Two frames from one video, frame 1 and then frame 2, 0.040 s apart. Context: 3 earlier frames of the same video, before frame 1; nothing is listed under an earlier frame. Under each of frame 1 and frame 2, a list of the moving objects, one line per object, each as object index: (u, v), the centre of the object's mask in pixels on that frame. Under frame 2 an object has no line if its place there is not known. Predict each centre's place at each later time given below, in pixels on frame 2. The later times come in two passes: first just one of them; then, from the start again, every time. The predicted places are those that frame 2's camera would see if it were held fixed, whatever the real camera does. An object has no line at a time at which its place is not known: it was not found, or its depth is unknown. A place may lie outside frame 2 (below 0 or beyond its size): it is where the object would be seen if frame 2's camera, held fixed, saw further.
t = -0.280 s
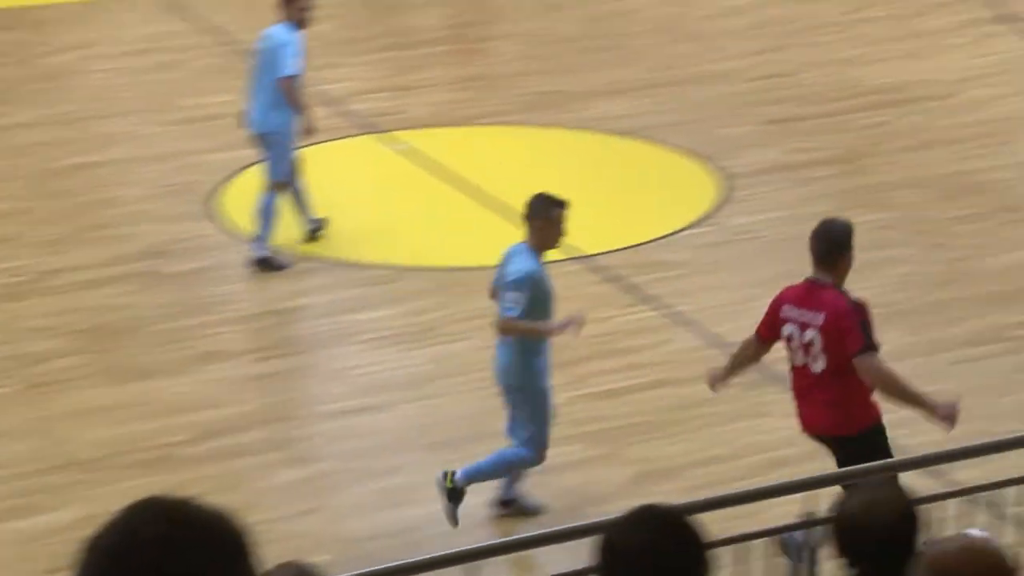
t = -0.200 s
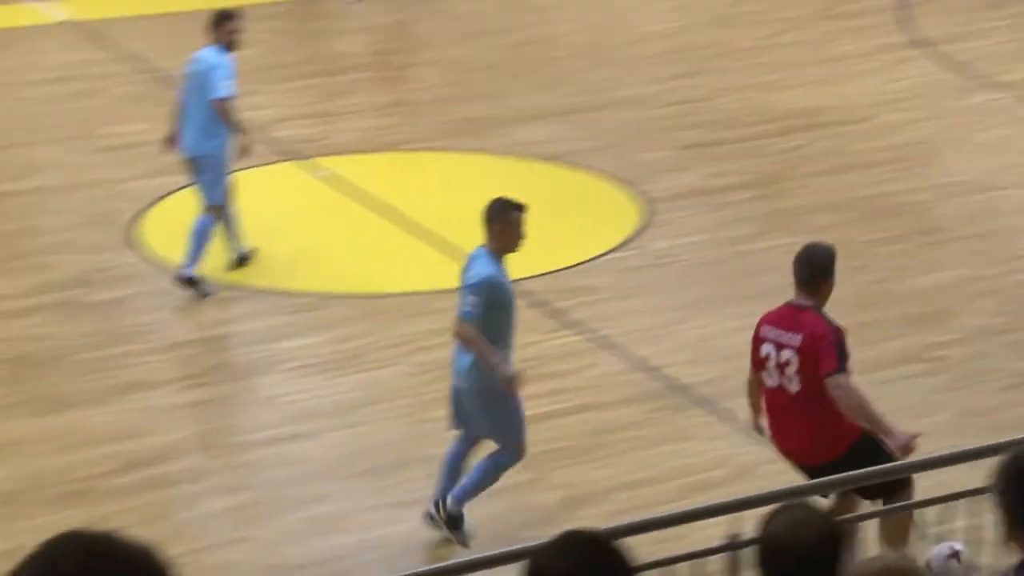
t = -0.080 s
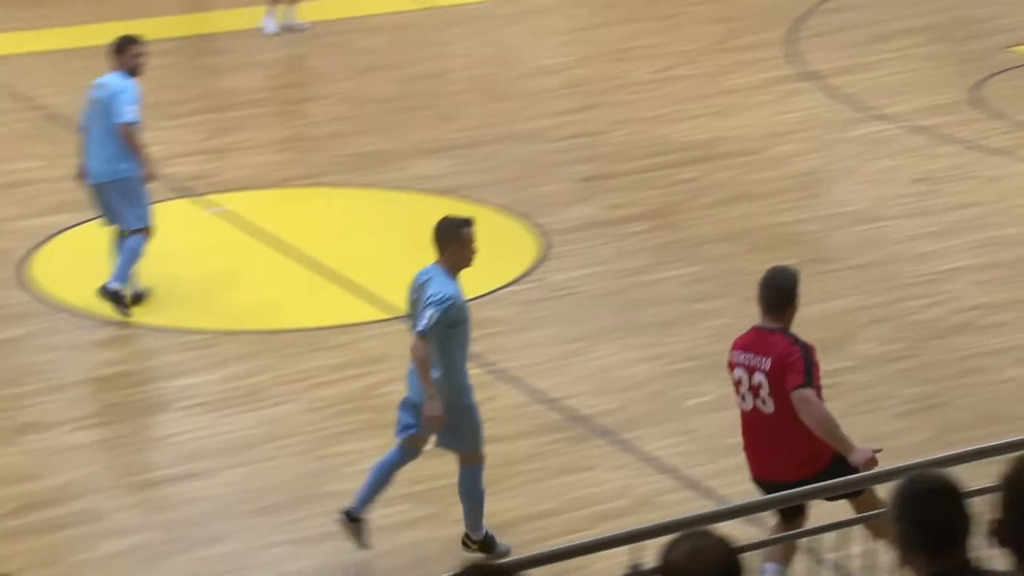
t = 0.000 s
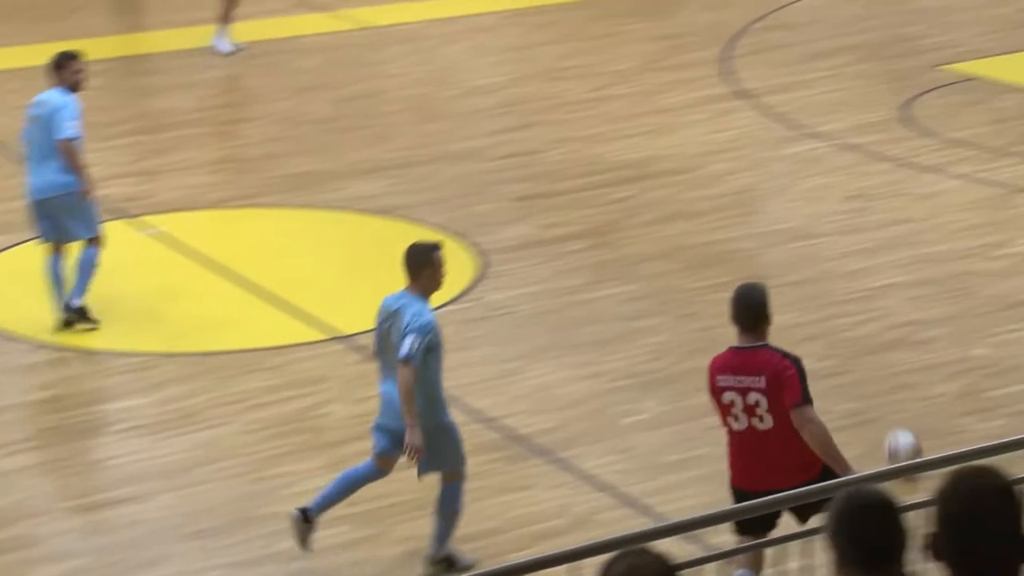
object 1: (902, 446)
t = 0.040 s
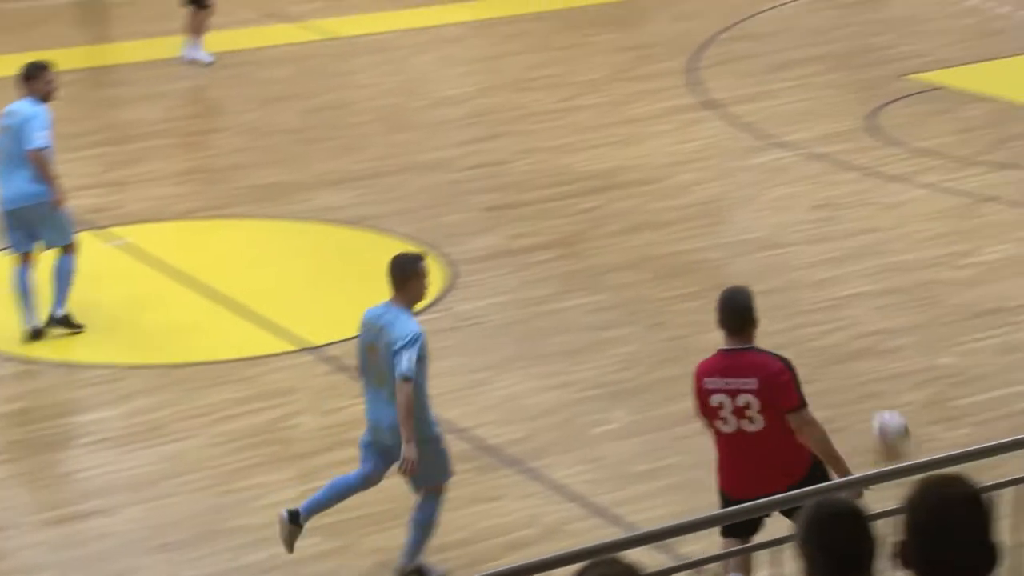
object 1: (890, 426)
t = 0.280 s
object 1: (971, 307)
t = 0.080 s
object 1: (907, 408)
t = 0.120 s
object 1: (921, 385)
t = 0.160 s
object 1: (934, 363)
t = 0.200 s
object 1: (947, 343)
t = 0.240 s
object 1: (960, 324)
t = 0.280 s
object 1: (971, 307)
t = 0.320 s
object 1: (981, 291)
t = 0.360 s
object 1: (990, 275)
